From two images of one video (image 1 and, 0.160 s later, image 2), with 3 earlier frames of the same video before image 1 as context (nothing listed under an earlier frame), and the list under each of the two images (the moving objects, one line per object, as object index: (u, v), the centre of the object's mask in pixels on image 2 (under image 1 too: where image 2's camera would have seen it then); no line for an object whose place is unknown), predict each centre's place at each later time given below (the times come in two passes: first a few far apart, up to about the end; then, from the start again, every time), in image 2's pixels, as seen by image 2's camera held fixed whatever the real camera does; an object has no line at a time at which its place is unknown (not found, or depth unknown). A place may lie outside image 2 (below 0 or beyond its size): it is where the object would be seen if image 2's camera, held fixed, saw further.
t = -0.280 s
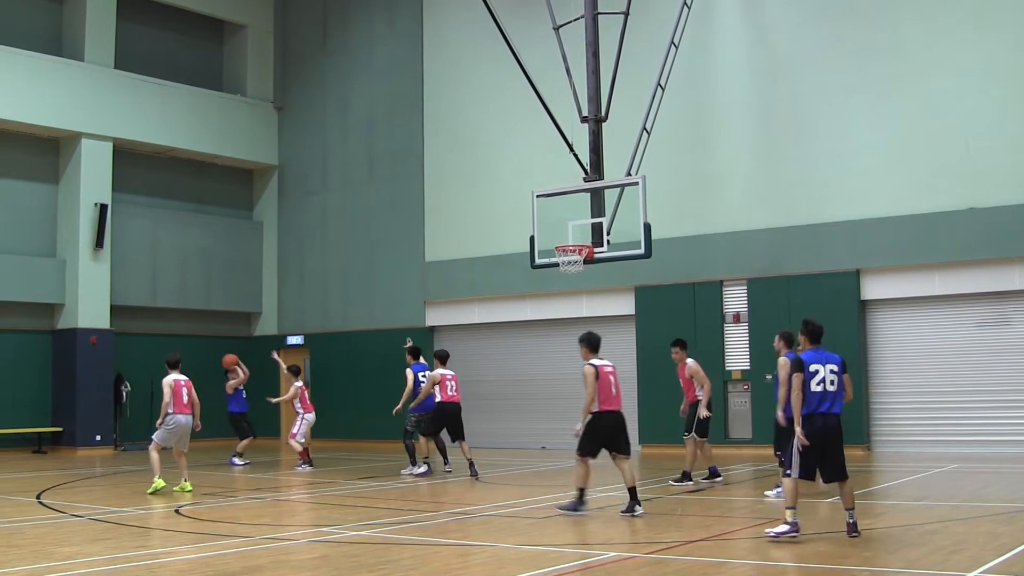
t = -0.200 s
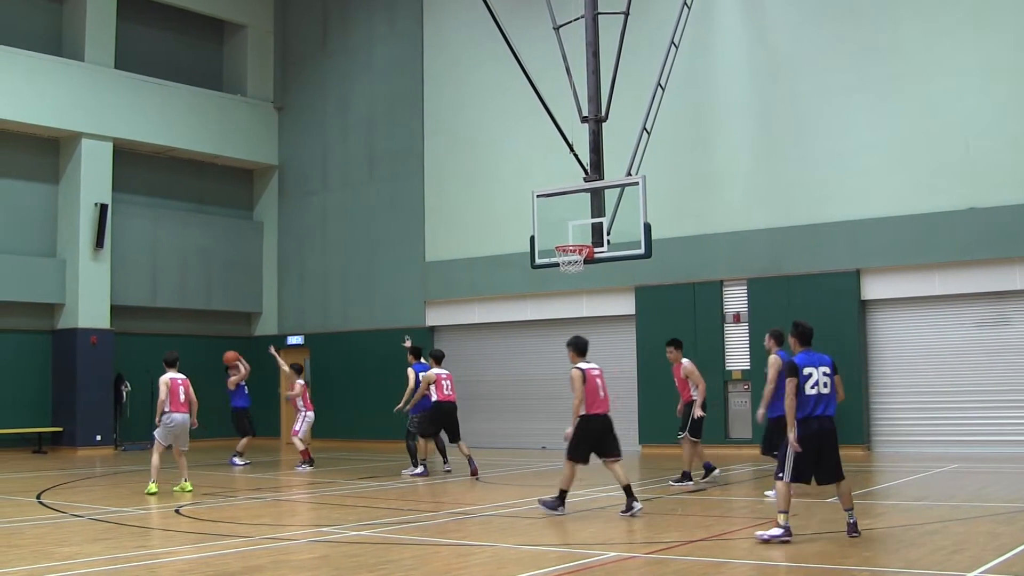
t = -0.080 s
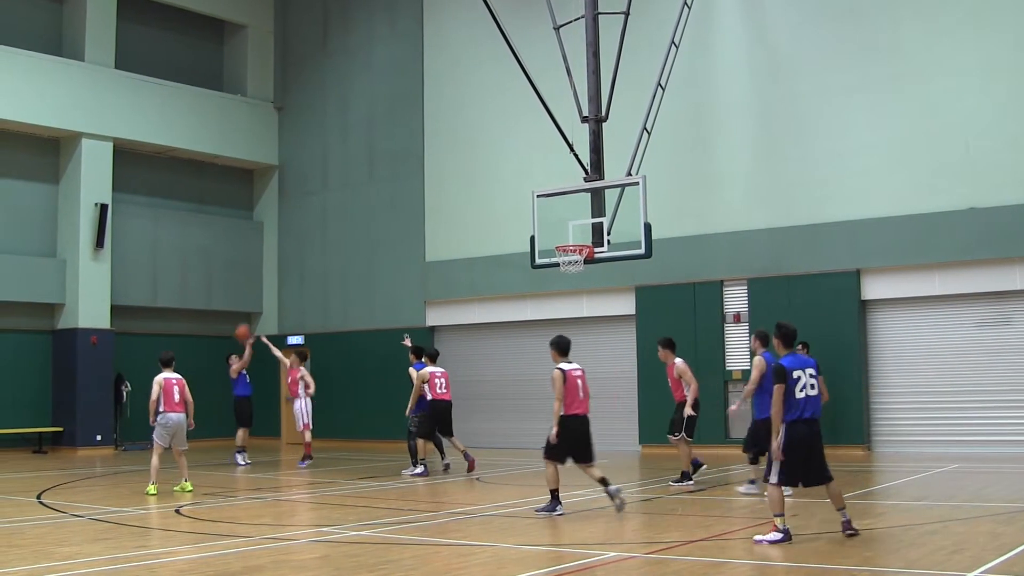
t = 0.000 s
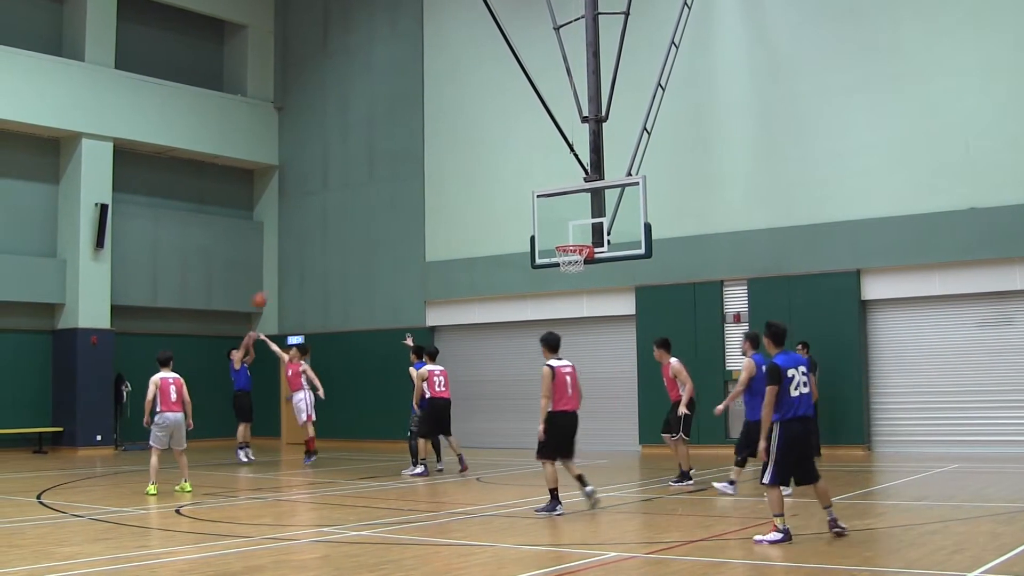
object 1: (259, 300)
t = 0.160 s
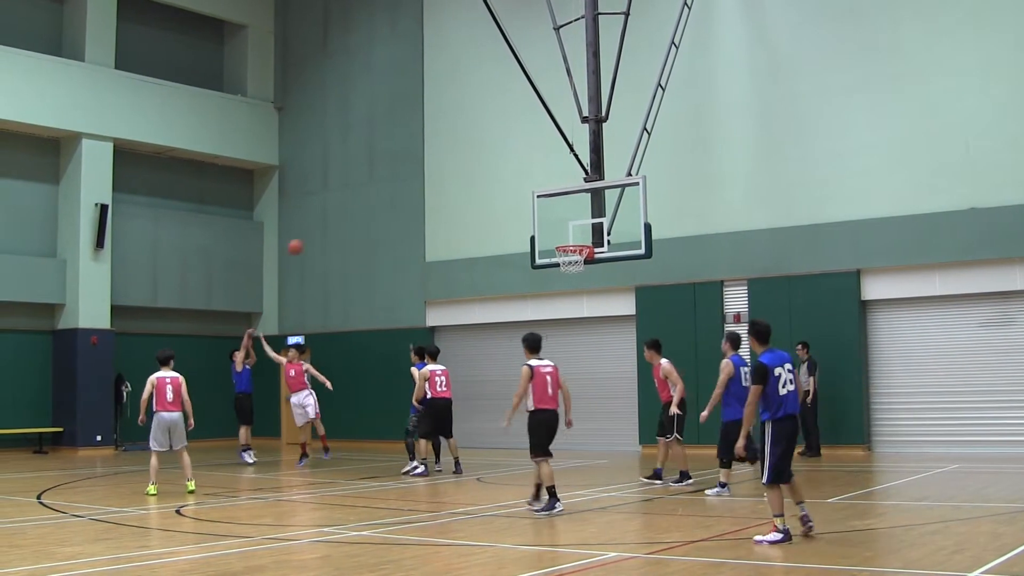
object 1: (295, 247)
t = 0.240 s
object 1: (313, 225)
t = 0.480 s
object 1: (369, 182)
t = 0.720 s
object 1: (430, 174)
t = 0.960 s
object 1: (492, 203)
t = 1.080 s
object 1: (526, 233)
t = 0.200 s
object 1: (304, 235)
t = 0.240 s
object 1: (313, 225)
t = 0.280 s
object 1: (323, 216)
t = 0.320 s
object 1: (331, 207)
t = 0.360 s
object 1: (341, 199)
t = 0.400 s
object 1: (351, 193)
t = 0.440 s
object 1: (360, 187)
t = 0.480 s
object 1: (369, 182)
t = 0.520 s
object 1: (379, 178)
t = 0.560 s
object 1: (389, 175)
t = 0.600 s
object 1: (399, 173)
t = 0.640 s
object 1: (409, 172)
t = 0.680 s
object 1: (419, 172)
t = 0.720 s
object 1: (430, 174)
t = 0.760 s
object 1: (439, 176)
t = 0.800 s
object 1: (450, 179)
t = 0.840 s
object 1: (460, 183)
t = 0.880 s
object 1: (471, 189)
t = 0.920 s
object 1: (482, 195)
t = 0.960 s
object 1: (492, 203)
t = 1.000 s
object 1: (503, 212)
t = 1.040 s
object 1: (514, 222)
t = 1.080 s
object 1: (526, 233)
